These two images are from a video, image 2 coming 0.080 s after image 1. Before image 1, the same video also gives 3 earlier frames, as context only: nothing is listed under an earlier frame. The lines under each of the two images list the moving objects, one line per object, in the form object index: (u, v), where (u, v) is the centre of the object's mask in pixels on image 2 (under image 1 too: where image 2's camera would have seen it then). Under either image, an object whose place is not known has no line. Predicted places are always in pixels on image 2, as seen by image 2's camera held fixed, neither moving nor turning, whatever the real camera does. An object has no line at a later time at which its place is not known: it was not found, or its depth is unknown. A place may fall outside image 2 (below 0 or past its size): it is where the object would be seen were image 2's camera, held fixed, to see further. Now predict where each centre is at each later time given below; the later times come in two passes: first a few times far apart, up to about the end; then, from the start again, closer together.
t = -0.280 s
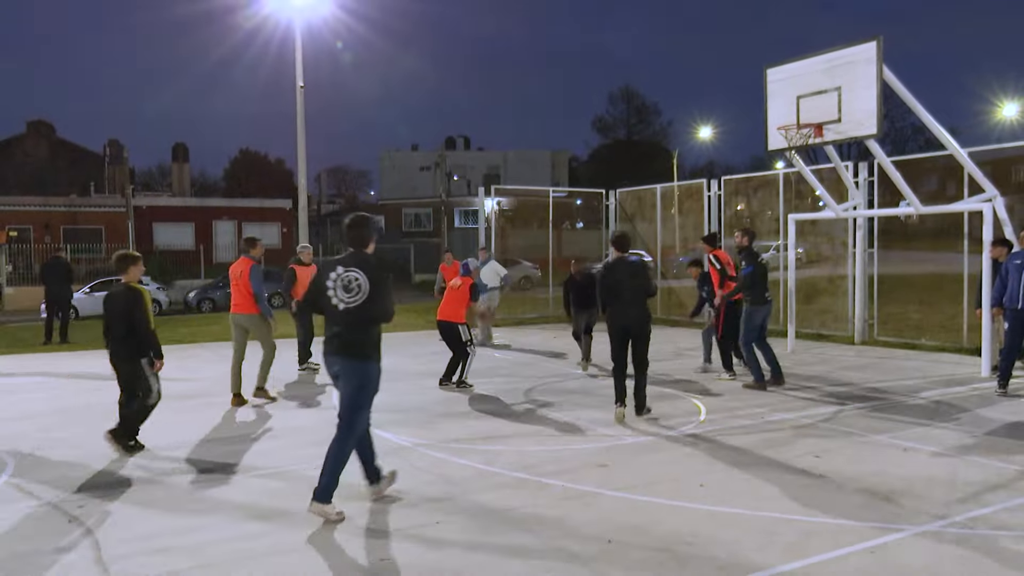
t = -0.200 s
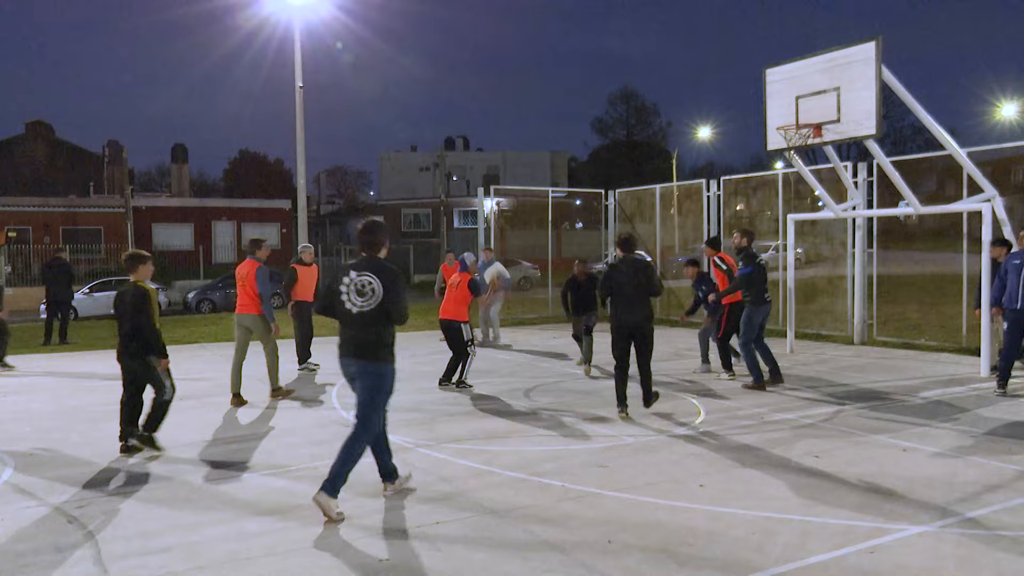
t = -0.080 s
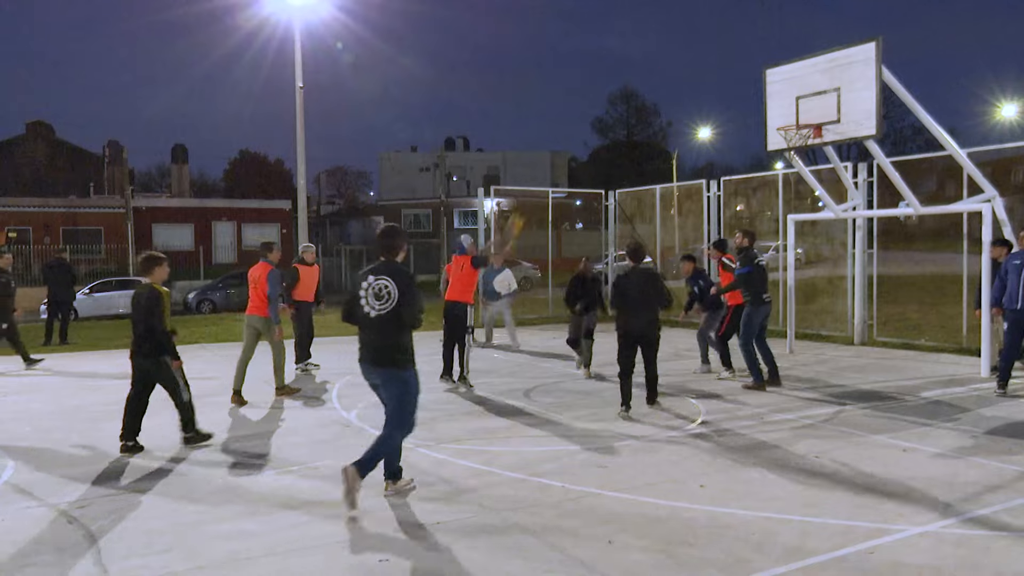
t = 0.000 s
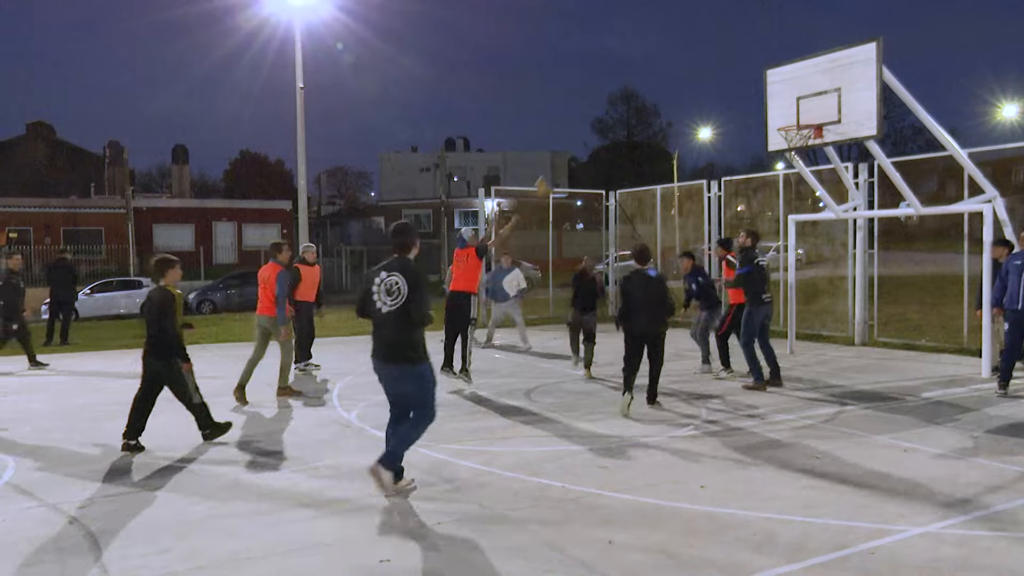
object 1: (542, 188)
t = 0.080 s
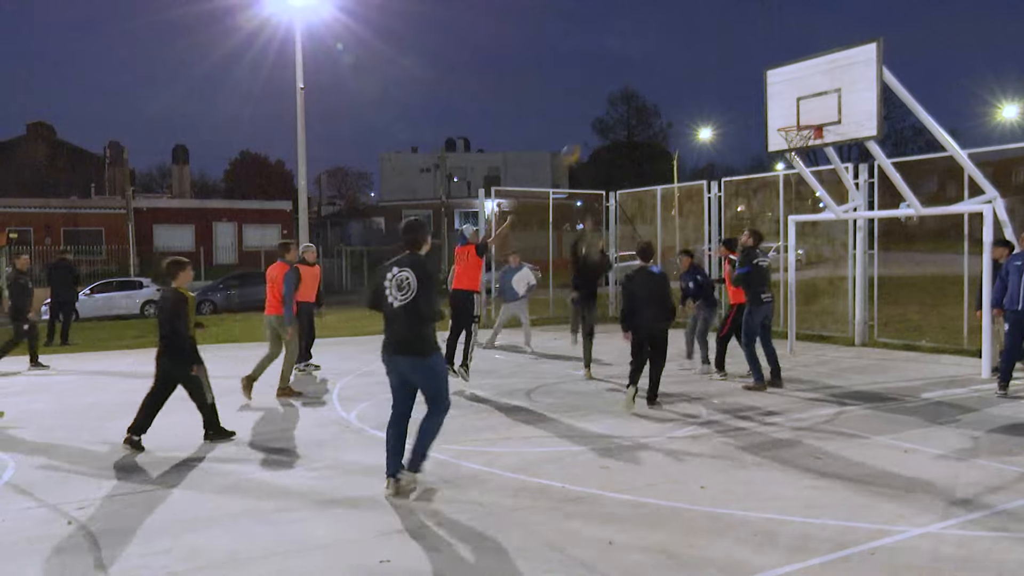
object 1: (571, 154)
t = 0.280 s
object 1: (637, 92)
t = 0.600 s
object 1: (739, 61)
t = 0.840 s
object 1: (814, 92)
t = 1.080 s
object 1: (816, 146)
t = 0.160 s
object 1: (598, 125)
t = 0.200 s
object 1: (611, 112)
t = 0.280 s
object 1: (637, 92)
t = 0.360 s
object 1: (663, 76)
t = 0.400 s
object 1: (676, 72)
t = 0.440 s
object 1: (689, 68)
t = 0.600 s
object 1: (739, 61)
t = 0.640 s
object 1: (751, 64)
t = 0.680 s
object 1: (764, 66)
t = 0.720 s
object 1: (777, 70)
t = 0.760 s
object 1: (790, 77)
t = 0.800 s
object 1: (802, 83)
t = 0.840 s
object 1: (814, 92)
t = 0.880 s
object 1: (826, 102)
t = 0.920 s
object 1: (831, 111)
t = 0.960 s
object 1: (827, 118)
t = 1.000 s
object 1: (823, 127)
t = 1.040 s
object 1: (820, 136)
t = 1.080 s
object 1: (816, 146)
